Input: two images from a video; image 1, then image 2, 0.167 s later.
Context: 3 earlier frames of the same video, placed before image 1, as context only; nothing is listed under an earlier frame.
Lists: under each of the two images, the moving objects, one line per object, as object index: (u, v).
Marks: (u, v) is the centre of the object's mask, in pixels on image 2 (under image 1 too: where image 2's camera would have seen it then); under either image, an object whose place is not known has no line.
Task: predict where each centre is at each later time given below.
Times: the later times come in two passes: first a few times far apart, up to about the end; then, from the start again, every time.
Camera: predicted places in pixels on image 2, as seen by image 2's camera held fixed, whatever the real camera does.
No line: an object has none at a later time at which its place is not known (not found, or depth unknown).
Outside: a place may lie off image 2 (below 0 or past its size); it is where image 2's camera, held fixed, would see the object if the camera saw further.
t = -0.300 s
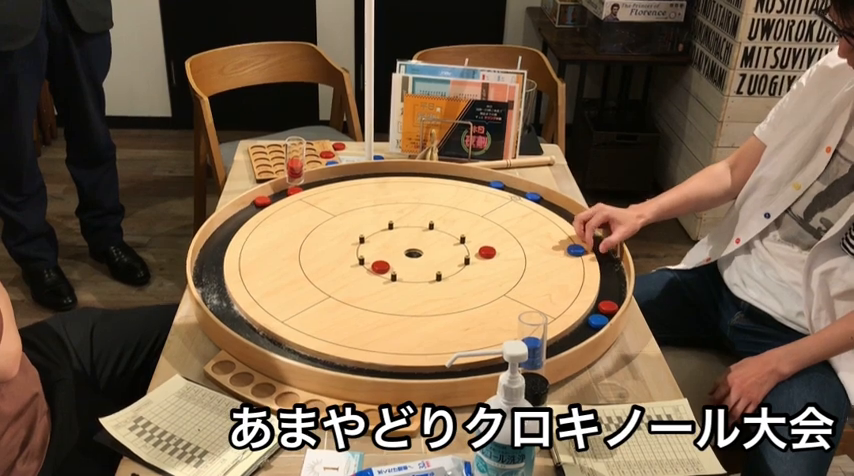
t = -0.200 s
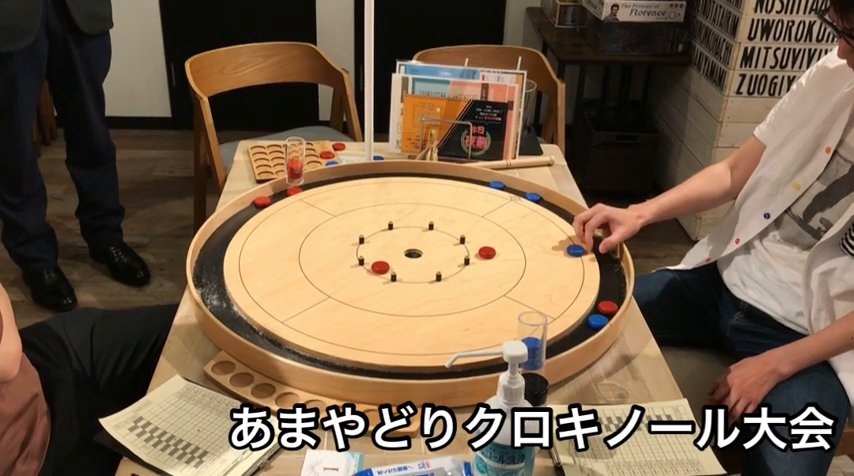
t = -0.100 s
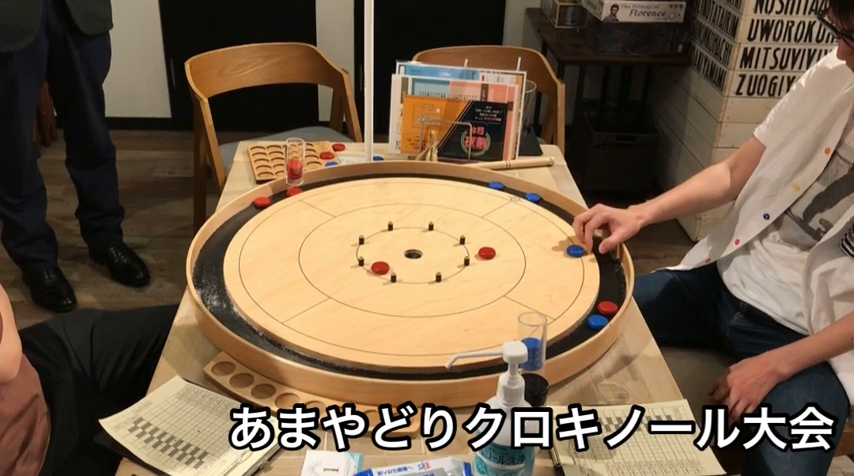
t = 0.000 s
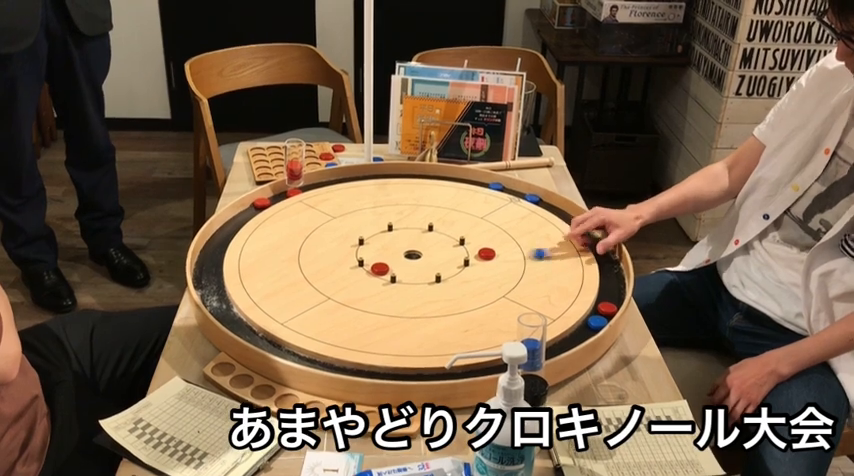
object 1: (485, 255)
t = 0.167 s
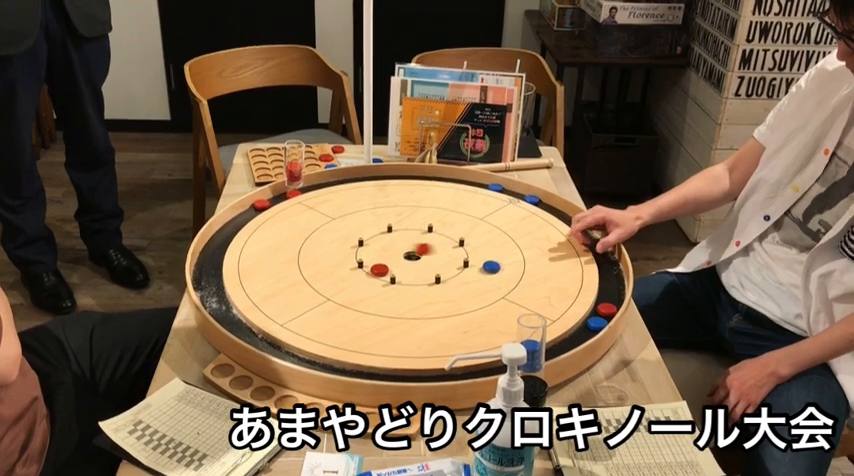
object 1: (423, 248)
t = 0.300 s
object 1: (383, 245)
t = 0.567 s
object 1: (479, 255)
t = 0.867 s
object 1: (556, 263)
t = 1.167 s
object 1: (597, 266)
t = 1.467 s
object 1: (616, 274)
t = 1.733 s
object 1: (616, 274)
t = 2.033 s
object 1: (616, 273)
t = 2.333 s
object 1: (616, 273)
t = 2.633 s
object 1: (616, 273)
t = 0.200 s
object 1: (405, 247)
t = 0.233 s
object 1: (388, 245)
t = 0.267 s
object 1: (373, 243)
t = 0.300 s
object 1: (383, 245)
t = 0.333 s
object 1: (397, 246)
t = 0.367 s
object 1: (410, 247)
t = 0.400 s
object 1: (423, 248)
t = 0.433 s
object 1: (435, 250)
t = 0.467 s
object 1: (446, 252)
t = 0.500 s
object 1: (457, 253)
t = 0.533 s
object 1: (469, 254)
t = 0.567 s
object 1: (479, 255)
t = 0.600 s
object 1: (489, 256)
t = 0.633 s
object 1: (499, 257)
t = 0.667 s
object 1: (508, 258)
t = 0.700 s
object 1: (517, 259)
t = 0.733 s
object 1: (526, 261)
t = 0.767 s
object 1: (534, 261)
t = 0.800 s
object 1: (541, 262)
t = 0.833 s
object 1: (549, 263)
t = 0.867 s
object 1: (556, 263)
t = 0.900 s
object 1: (562, 264)
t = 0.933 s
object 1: (568, 264)
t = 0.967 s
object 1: (573, 265)
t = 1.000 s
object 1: (578, 265)
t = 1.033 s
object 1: (584, 265)
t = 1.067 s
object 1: (587, 266)
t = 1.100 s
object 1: (591, 266)
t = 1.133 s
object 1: (595, 266)
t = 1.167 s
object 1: (597, 266)
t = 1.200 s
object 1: (599, 267)
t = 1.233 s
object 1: (602, 269)
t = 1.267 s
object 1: (605, 269)
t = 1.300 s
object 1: (607, 272)
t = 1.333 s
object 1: (610, 271)
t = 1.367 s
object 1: (613, 272)
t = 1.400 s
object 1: (615, 274)
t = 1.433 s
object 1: (616, 274)
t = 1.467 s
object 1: (616, 274)
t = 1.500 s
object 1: (616, 273)
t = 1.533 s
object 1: (616, 274)
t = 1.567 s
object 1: (616, 274)
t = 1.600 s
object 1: (616, 274)
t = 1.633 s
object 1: (616, 274)
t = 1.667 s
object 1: (616, 274)
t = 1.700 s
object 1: (616, 274)
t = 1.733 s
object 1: (616, 274)
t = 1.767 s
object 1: (616, 274)
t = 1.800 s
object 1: (616, 273)
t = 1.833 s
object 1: (616, 273)
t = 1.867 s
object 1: (616, 273)
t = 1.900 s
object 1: (616, 273)
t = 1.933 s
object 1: (616, 273)
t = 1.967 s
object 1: (616, 273)
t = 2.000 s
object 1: (616, 273)
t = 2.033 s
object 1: (616, 273)
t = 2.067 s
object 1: (616, 273)
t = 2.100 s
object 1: (616, 273)
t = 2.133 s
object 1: (616, 273)
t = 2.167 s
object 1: (616, 273)
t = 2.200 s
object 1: (616, 273)
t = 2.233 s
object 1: (616, 273)
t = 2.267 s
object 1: (616, 273)
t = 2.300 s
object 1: (616, 273)
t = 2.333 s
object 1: (616, 273)
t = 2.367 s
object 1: (616, 273)
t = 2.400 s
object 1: (616, 273)
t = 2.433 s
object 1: (616, 273)
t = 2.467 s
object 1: (616, 273)
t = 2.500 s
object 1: (616, 273)
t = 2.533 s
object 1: (616, 273)
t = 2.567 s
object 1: (616, 273)
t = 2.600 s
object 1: (616, 274)
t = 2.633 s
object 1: (616, 273)
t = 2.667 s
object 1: (616, 273)
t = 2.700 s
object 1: (616, 274)
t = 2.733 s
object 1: (615, 274)
